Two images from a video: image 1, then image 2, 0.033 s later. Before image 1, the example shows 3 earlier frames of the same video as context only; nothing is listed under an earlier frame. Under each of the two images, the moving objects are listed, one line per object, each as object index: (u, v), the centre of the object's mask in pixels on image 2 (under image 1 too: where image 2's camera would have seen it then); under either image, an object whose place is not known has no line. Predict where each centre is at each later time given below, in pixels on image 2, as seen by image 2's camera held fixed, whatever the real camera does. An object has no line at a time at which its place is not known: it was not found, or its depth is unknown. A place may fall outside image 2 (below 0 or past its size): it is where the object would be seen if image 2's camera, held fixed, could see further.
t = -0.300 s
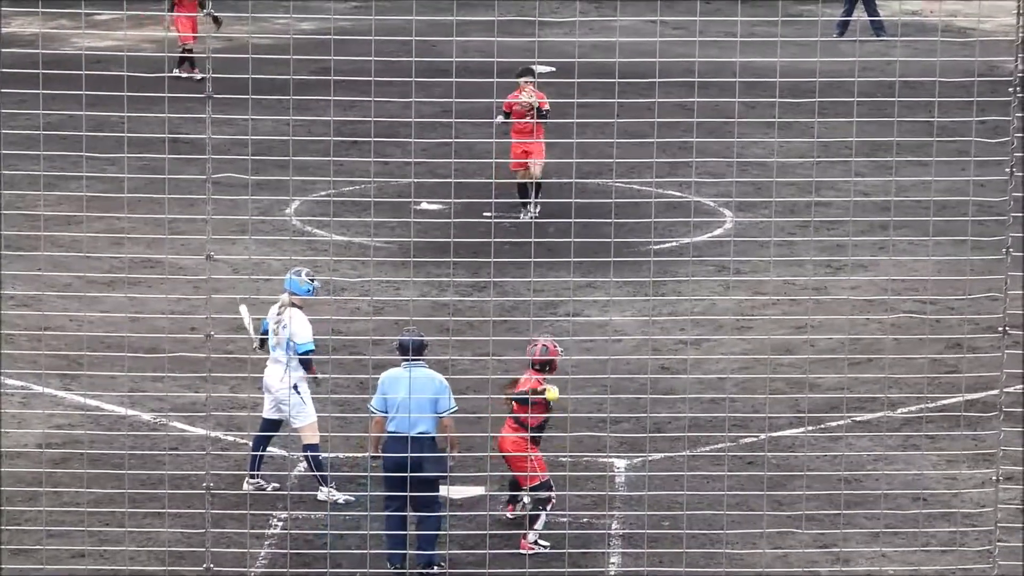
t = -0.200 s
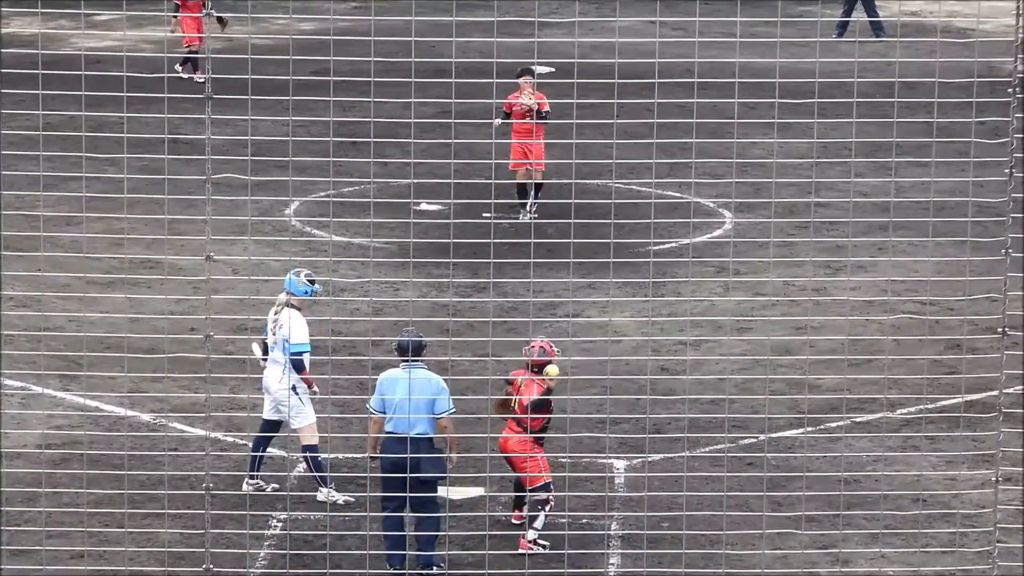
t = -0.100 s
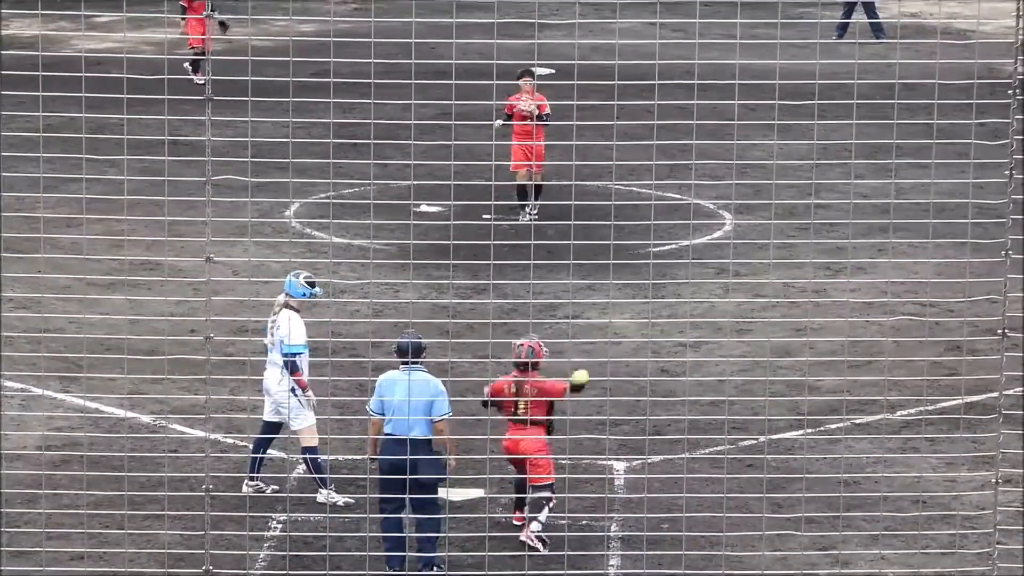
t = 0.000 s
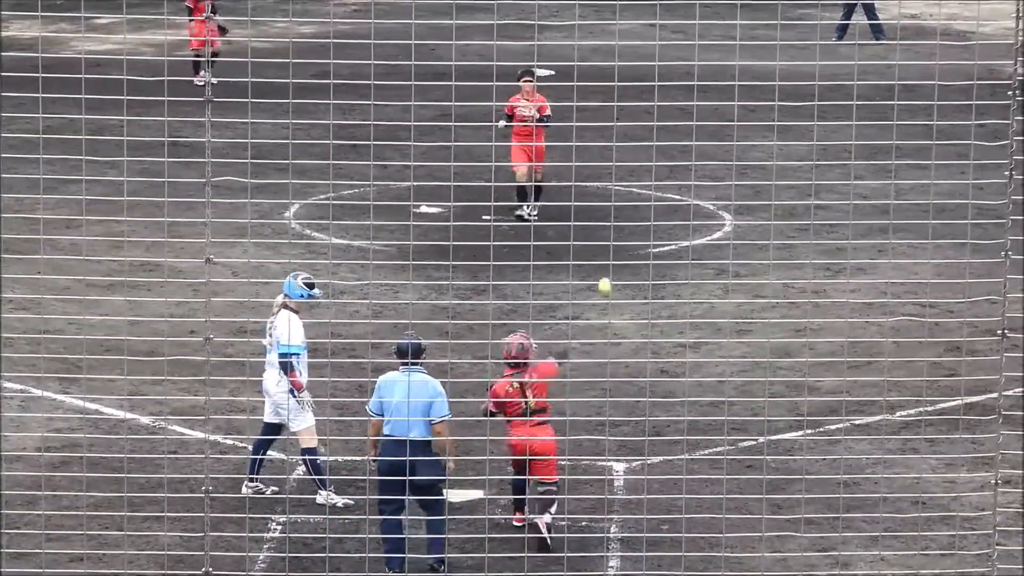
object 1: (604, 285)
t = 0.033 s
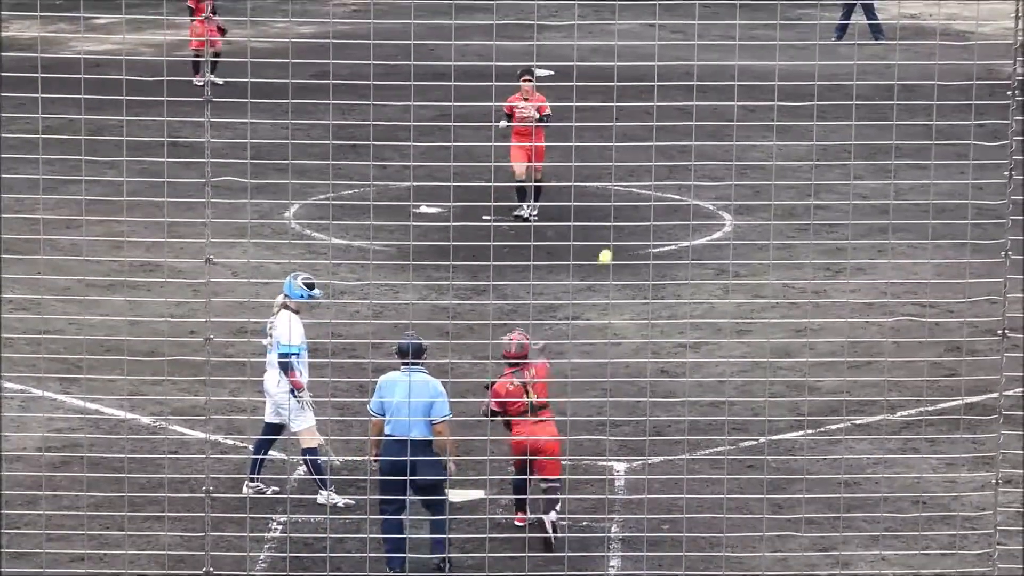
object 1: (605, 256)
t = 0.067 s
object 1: (605, 231)
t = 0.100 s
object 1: (605, 207)
